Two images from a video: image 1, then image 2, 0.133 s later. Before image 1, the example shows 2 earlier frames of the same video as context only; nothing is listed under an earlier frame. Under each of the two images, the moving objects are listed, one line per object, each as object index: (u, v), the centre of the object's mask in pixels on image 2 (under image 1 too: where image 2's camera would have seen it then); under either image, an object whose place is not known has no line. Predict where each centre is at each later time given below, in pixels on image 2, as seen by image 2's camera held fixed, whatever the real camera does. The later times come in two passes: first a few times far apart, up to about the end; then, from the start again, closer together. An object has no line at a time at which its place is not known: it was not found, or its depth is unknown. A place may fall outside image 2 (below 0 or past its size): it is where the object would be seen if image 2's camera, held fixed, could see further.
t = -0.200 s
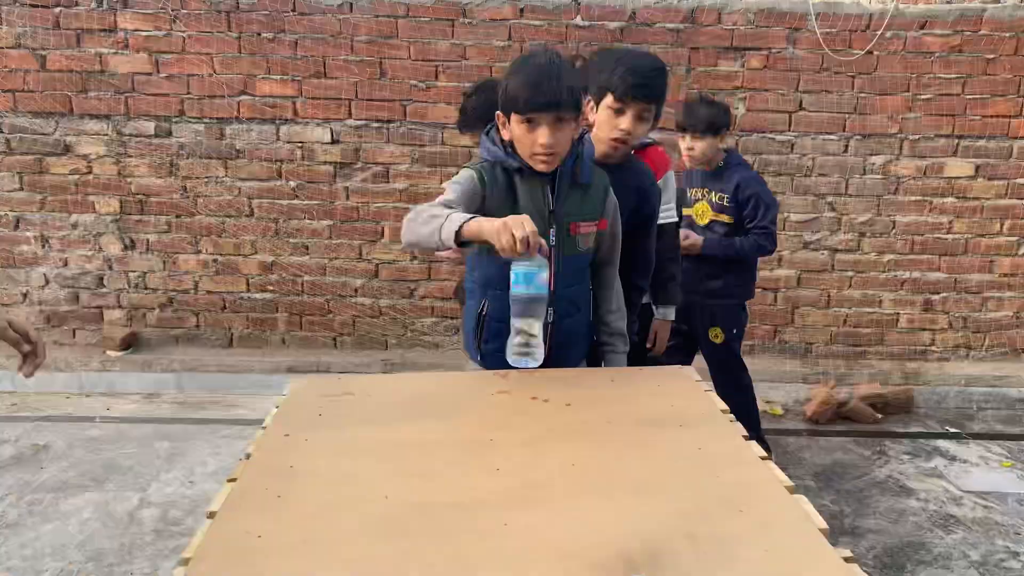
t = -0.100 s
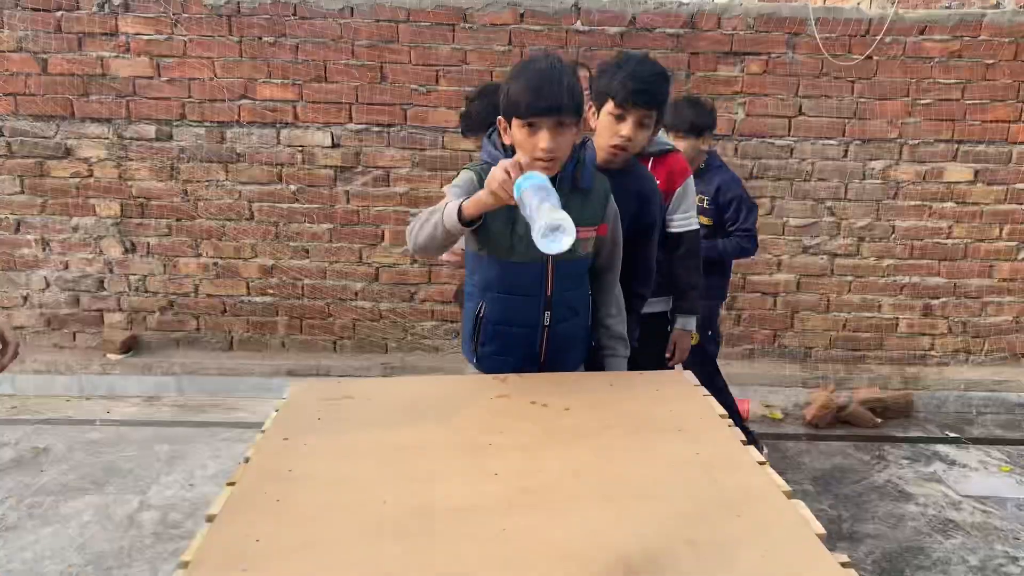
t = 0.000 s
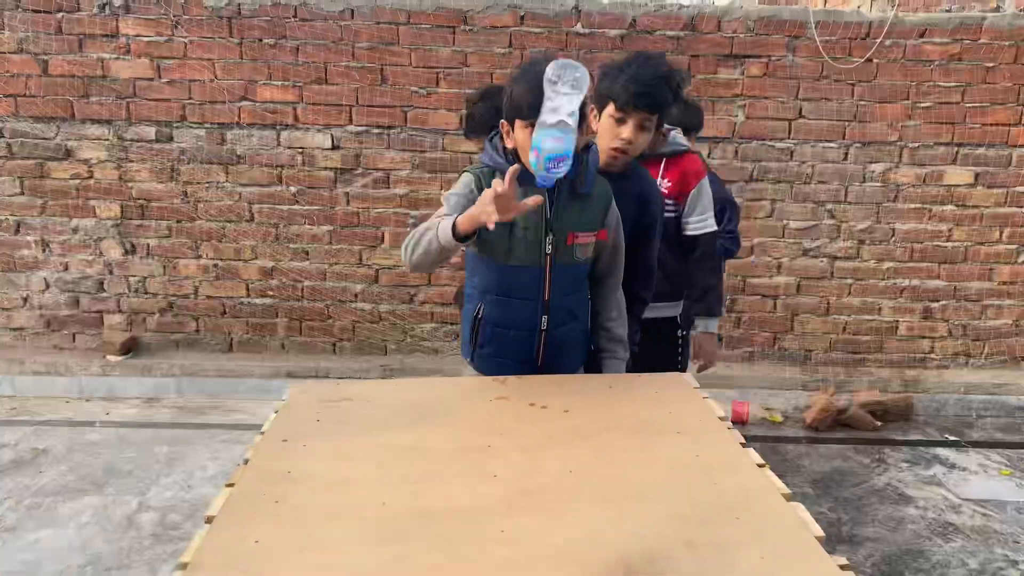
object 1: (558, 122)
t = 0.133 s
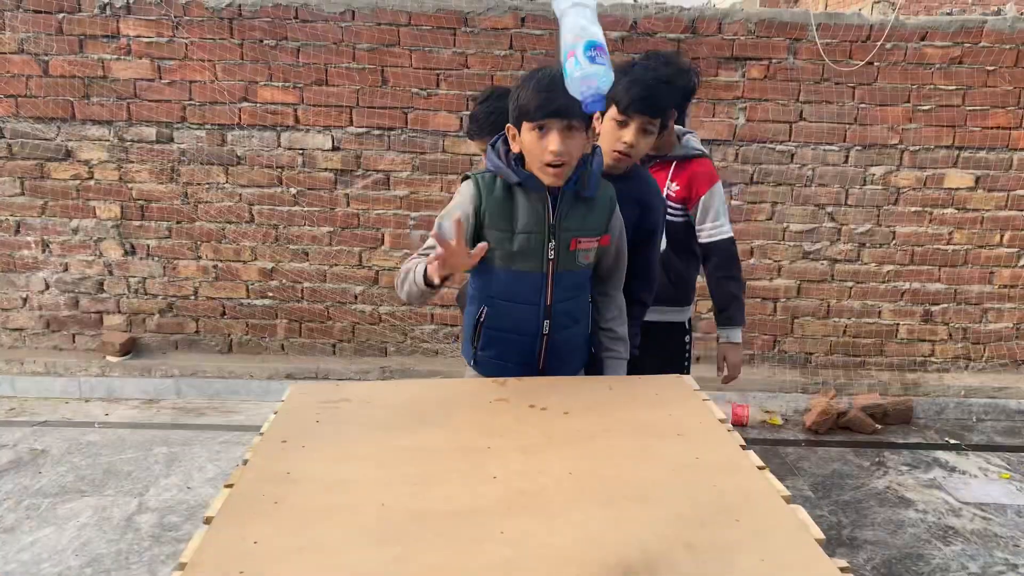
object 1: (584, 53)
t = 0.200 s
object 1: (590, 39)
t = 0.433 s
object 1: (585, 268)
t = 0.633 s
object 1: (576, 452)
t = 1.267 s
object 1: (485, 475)
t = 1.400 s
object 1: (455, 479)
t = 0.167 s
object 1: (588, 44)
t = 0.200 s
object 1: (590, 39)
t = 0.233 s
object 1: (591, 43)
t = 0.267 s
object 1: (592, 60)
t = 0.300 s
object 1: (592, 87)
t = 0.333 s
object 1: (591, 122)
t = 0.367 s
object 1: (590, 165)
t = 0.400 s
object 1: (588, 214)
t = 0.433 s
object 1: (585, 268)
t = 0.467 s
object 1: (582, 329)
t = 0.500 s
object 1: (580, 394)
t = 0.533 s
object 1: (580, 430)
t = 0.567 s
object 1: (578, 437)
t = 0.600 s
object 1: (578, 448)
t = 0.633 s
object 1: (576, 452)
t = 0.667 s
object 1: (575, 455)
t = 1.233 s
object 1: (491, 474)
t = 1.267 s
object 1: (485, 475)
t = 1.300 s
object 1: (478, 476)
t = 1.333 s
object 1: (469, 478)
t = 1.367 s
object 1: (462, 479)
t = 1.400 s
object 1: (455, 479)
